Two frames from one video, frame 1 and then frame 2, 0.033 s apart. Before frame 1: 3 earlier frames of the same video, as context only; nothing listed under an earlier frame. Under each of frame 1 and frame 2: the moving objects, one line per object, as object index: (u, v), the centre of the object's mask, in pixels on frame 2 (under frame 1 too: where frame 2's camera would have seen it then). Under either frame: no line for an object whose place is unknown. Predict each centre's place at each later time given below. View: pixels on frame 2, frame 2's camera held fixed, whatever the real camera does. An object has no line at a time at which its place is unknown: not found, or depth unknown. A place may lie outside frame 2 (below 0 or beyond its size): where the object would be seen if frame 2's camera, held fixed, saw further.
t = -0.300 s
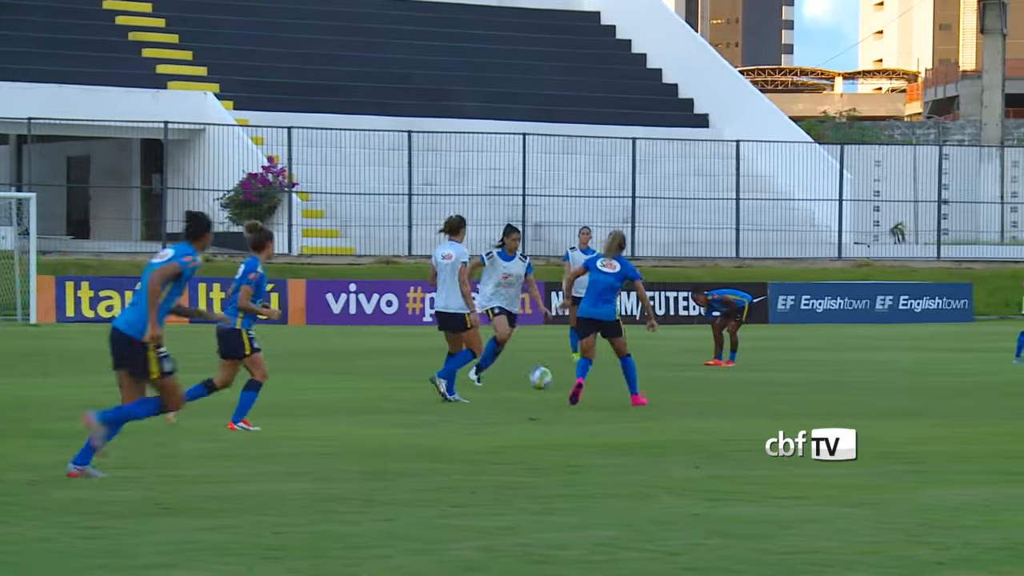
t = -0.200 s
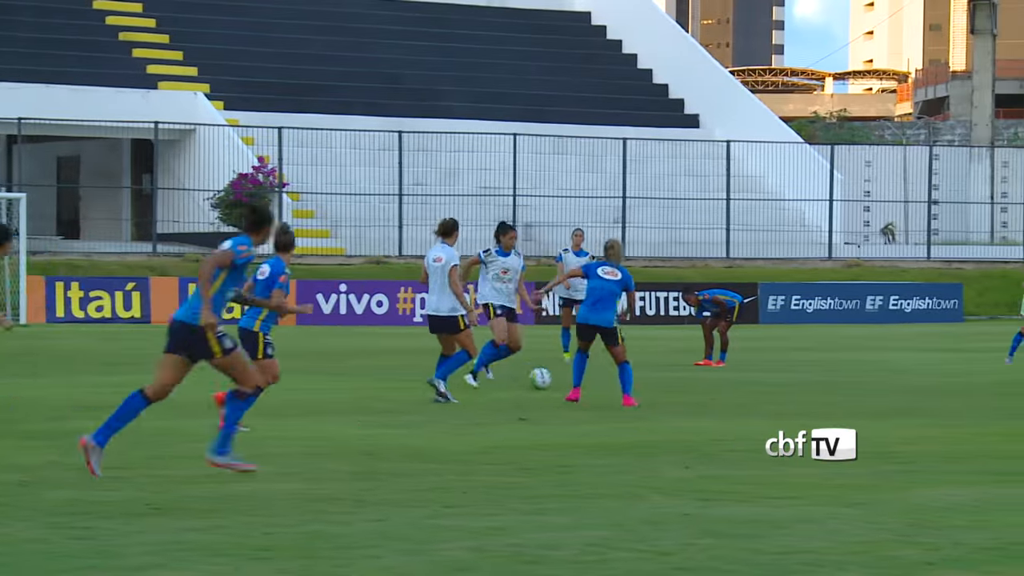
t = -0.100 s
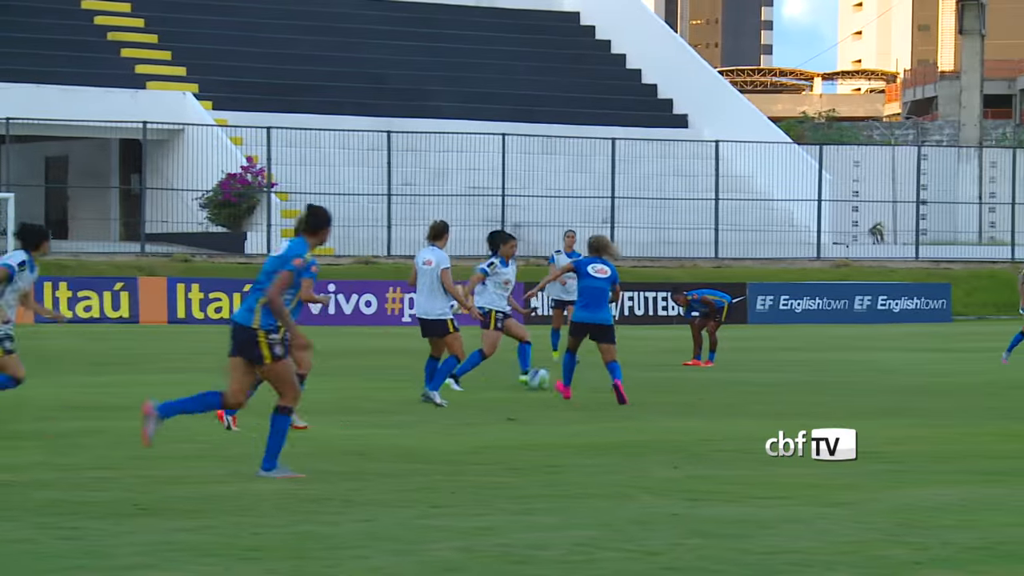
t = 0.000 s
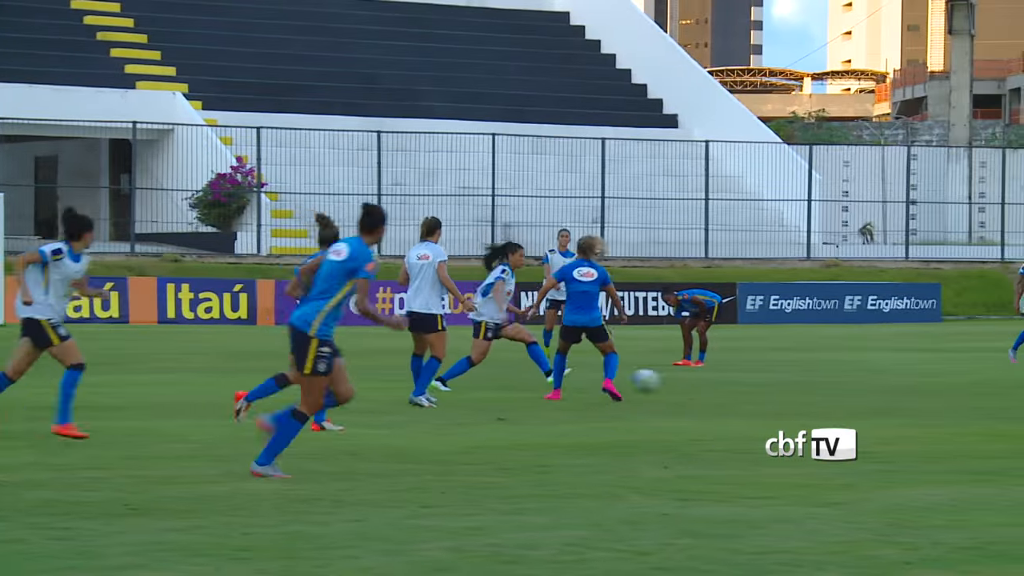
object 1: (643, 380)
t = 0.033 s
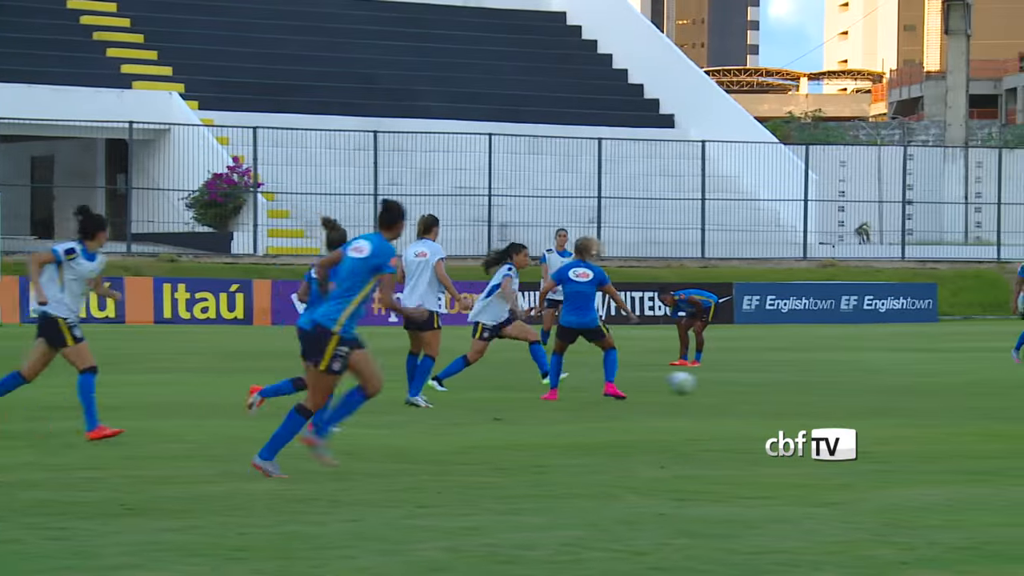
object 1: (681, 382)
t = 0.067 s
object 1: (721, 385)
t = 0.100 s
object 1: (761, 387)
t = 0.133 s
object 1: (798, 387)
